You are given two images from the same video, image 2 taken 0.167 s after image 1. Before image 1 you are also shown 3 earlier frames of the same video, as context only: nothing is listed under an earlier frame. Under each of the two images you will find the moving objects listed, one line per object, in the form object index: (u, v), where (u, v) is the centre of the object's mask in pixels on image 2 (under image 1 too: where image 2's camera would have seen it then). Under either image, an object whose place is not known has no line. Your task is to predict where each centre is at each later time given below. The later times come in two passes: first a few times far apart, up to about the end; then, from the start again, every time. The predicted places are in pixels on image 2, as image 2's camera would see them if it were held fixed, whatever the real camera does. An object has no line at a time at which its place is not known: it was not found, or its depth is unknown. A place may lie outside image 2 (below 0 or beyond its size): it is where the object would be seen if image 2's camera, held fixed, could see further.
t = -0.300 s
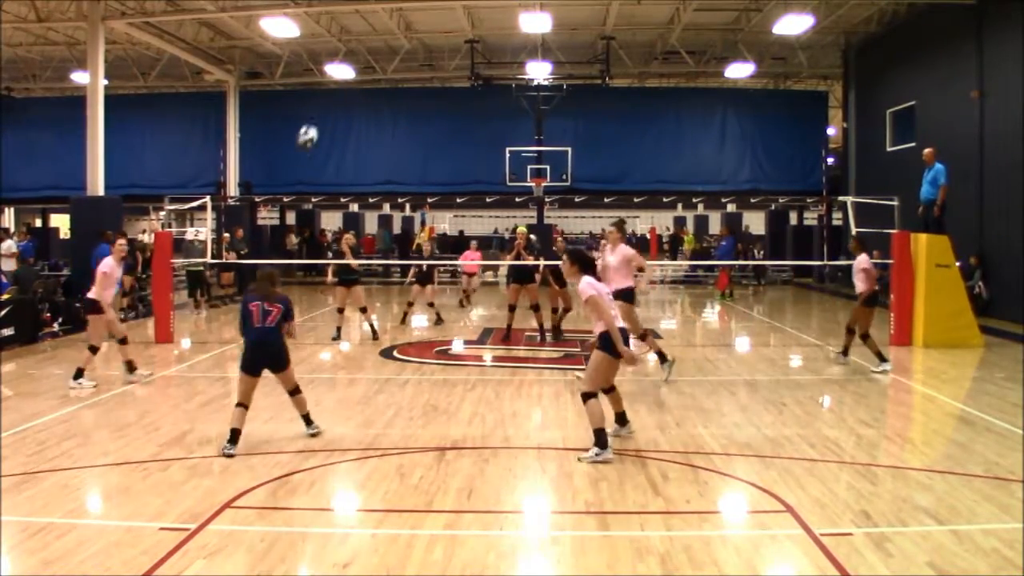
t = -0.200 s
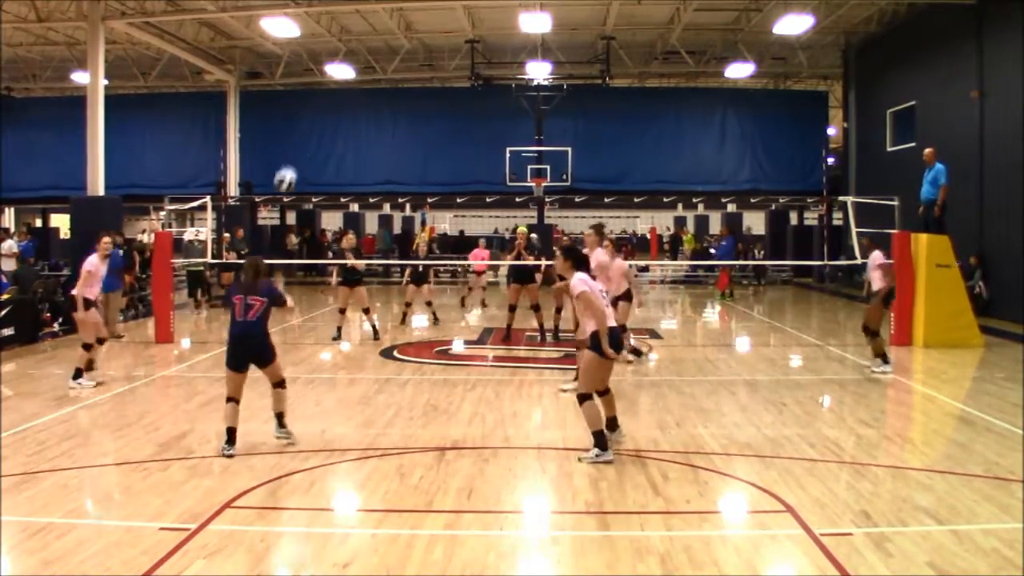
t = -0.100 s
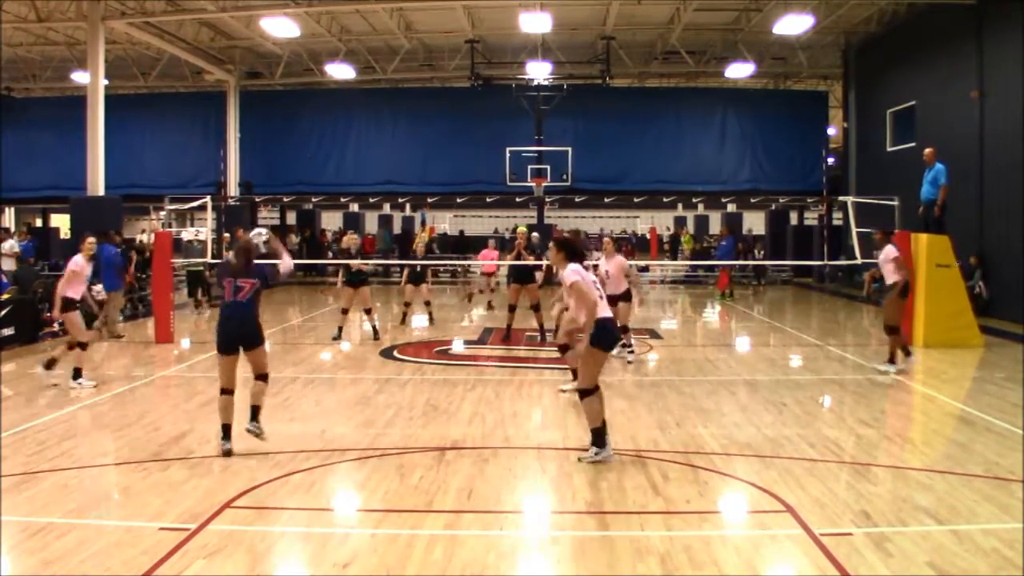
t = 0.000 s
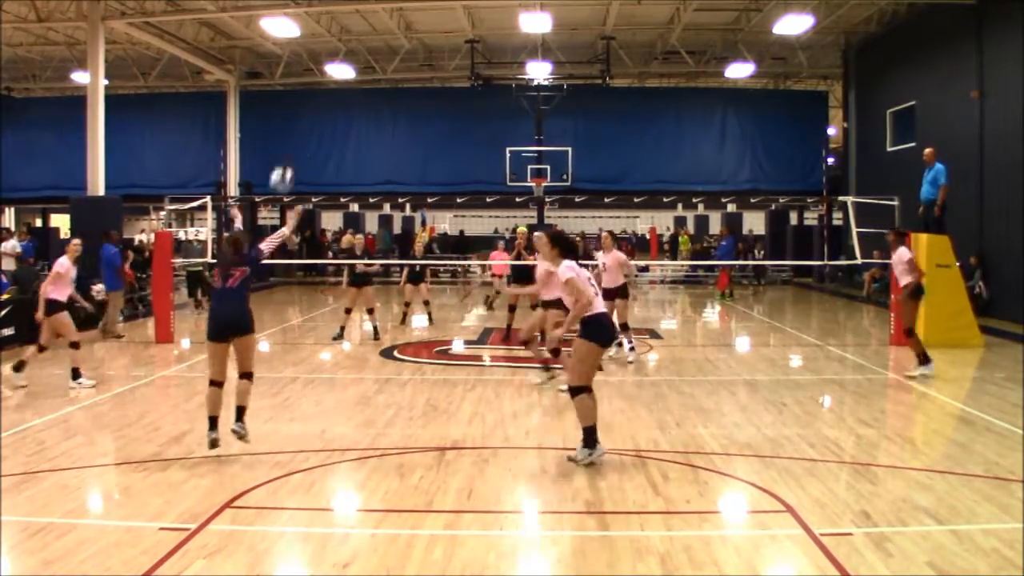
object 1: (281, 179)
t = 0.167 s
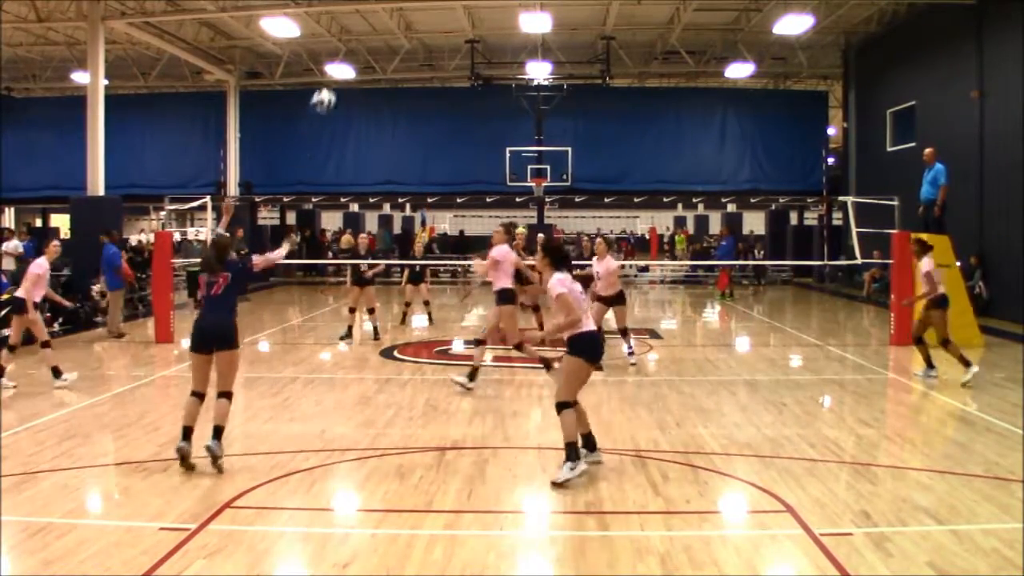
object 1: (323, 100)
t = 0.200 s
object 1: (330, 89)
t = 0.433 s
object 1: (376, 54)
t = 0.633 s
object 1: (408, 64)
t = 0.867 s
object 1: (440, 117)
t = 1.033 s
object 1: (461, 178)
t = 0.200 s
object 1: (330, 89)
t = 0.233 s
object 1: (336, 83)
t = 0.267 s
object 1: (345, 72)
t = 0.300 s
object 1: (352, 65)
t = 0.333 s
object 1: (358, 61)
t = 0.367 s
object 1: (363, 59)
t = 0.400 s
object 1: (370, 56)
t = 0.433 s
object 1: (376, 54)
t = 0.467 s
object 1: (382, 52)
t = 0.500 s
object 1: (387, 53)
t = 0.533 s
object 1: (393, 54)
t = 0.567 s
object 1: (398, 57)
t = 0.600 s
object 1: (403, 60)
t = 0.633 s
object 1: (408, 64)
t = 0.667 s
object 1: (414, 69)
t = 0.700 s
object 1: (418, 76)
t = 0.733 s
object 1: (422, 83)
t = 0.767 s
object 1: (428, 90)
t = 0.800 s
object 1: (432, 99)
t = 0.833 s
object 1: (437, 108)
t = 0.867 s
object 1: (440, 117)
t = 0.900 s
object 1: (445, 128)
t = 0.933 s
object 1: (449, 140)
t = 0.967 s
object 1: (453, 151)
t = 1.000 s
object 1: (458, 165)
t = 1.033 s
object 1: (461, 178)
